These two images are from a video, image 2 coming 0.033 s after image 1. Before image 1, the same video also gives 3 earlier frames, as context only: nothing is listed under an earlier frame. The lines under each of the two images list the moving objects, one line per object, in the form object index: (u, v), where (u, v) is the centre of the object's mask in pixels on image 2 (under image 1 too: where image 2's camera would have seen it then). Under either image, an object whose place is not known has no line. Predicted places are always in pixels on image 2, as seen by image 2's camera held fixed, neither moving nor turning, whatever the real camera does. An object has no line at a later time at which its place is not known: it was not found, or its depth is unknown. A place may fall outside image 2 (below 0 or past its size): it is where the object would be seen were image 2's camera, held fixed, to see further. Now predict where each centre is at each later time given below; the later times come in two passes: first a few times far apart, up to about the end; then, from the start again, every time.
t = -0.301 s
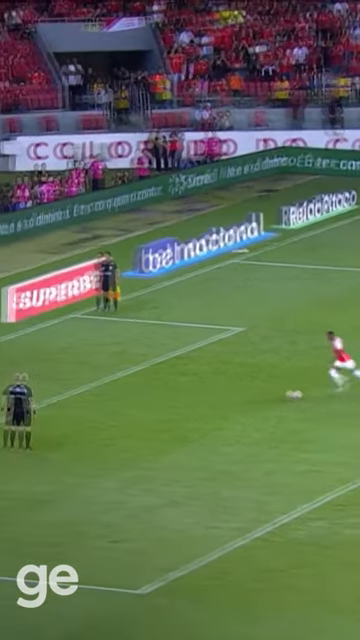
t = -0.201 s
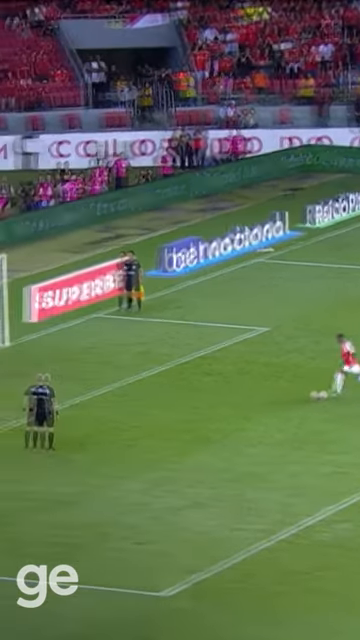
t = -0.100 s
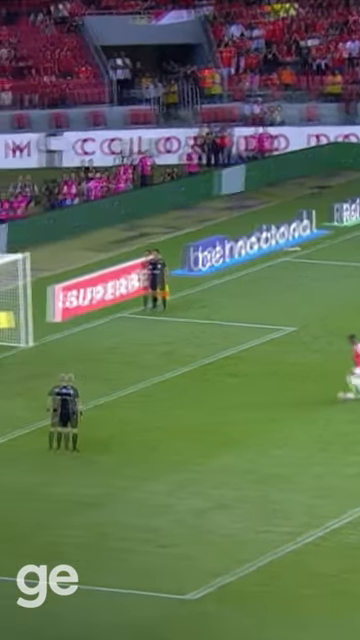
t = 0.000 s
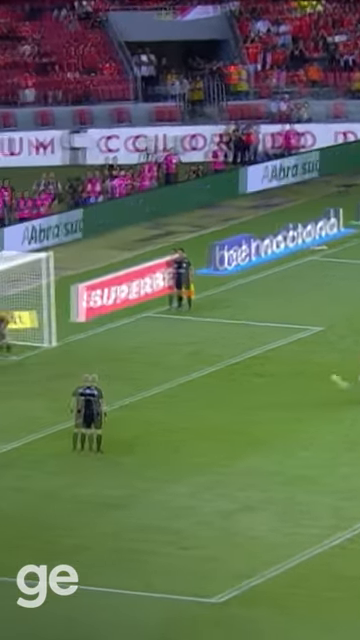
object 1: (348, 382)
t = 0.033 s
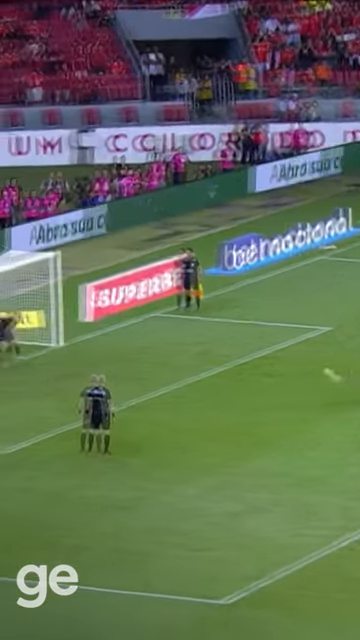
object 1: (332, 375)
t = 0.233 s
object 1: (236, 343)
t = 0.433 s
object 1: (145, 325)
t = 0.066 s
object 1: (314, 369)
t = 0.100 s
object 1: (298, 362)
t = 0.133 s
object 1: (283, 358)
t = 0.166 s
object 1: (267, 352)
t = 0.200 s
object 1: (250, 347)
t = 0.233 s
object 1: (236, 343)
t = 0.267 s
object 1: (221, 340)
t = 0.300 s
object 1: (204, 335)
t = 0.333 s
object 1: (191, 332)
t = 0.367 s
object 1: (175, 330)
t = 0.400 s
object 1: (161, 327)
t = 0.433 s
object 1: (145, 325)
